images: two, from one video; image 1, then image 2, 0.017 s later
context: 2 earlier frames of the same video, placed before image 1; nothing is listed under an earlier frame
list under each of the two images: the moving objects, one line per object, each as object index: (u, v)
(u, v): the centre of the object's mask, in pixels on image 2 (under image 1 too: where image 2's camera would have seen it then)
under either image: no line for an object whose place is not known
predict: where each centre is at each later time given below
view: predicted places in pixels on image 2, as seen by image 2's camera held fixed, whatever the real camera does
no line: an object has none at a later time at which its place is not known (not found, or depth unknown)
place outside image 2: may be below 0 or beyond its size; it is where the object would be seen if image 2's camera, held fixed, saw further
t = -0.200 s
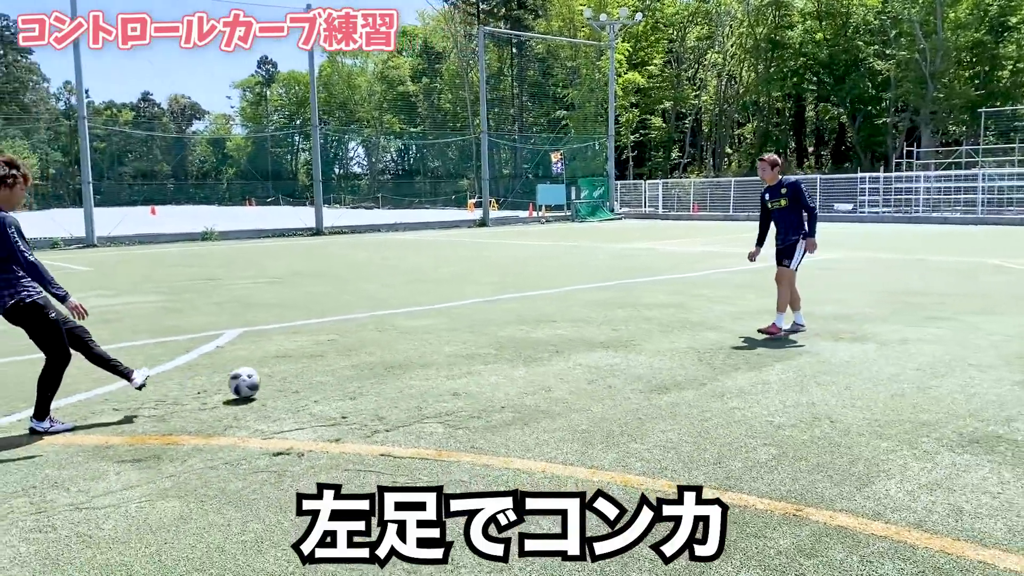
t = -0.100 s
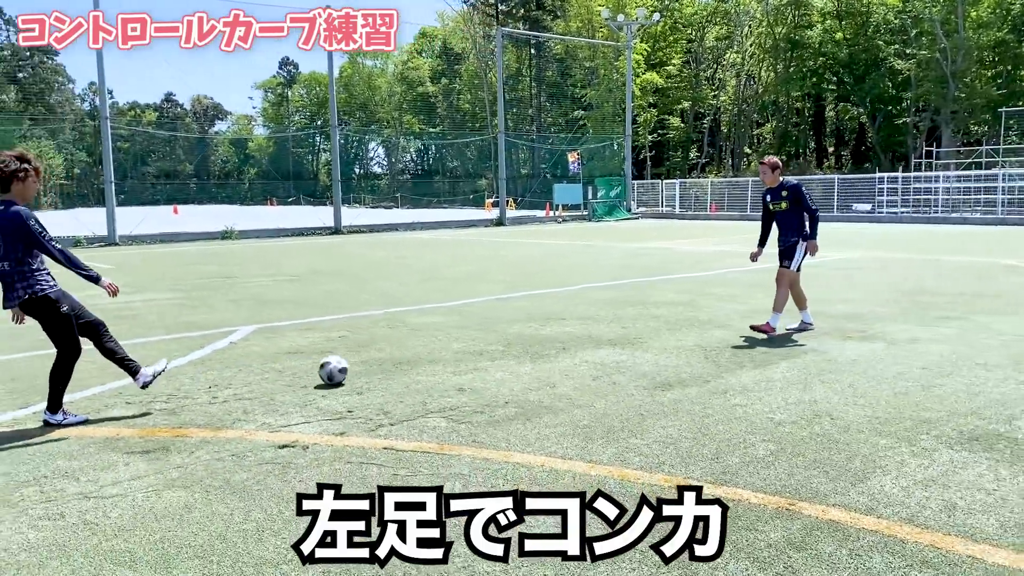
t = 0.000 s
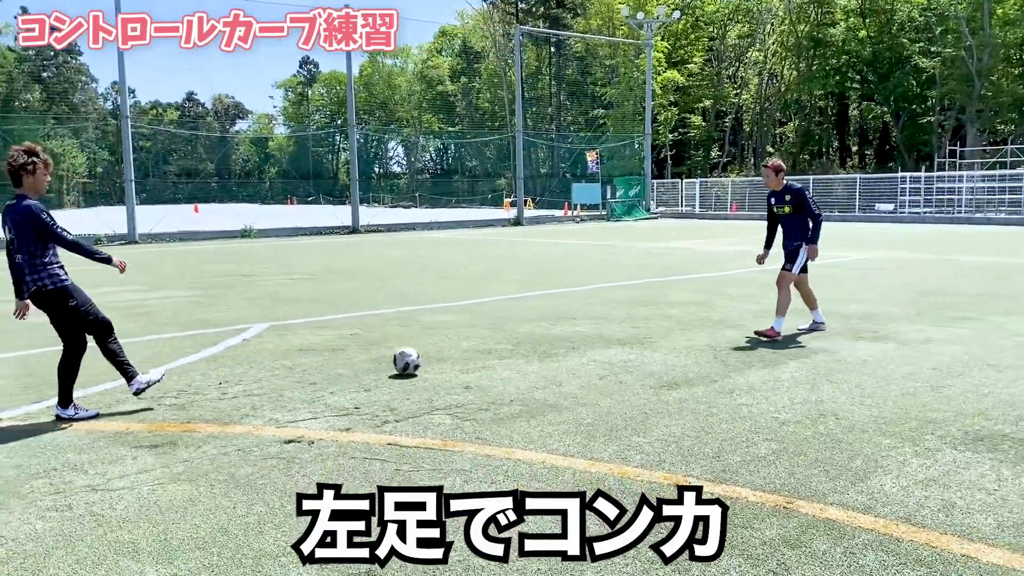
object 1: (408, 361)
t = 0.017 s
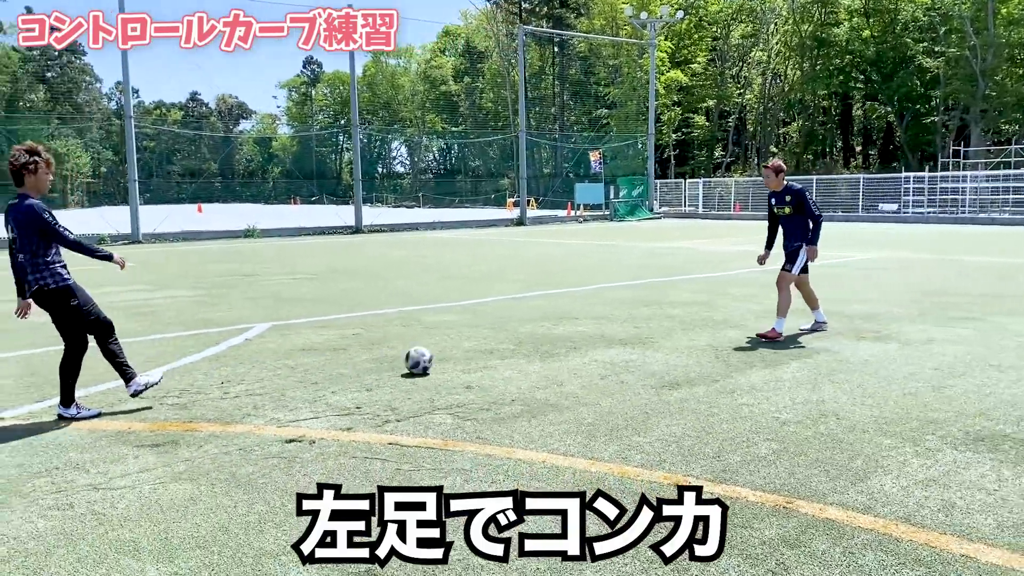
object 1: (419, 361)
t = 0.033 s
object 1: (428, 359)
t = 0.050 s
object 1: (436, 359)
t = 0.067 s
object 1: (445, 357)
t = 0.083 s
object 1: (453, 357)
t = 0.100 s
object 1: (462, 356)
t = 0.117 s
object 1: (471, 356)
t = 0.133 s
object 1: (479, 356)
